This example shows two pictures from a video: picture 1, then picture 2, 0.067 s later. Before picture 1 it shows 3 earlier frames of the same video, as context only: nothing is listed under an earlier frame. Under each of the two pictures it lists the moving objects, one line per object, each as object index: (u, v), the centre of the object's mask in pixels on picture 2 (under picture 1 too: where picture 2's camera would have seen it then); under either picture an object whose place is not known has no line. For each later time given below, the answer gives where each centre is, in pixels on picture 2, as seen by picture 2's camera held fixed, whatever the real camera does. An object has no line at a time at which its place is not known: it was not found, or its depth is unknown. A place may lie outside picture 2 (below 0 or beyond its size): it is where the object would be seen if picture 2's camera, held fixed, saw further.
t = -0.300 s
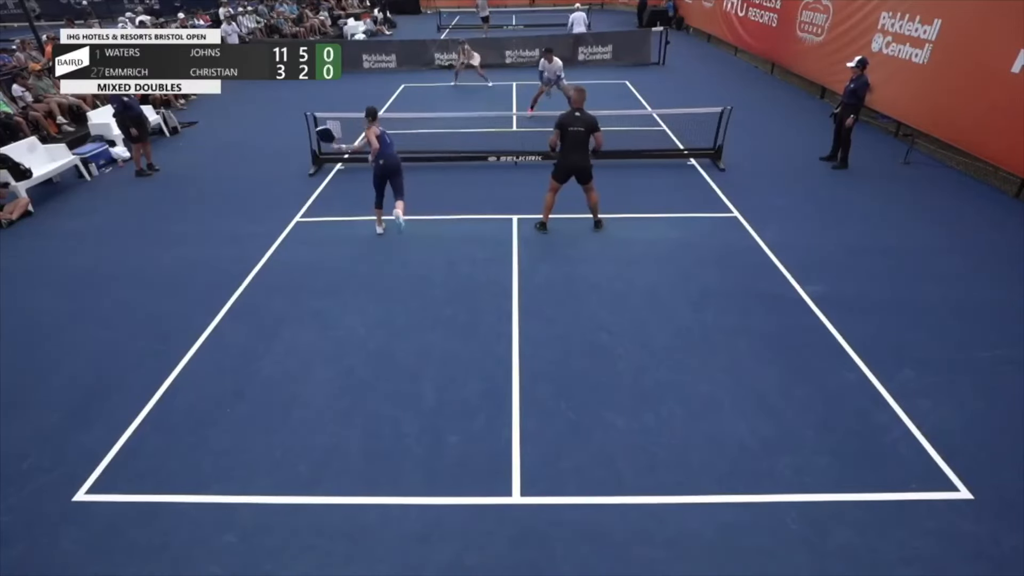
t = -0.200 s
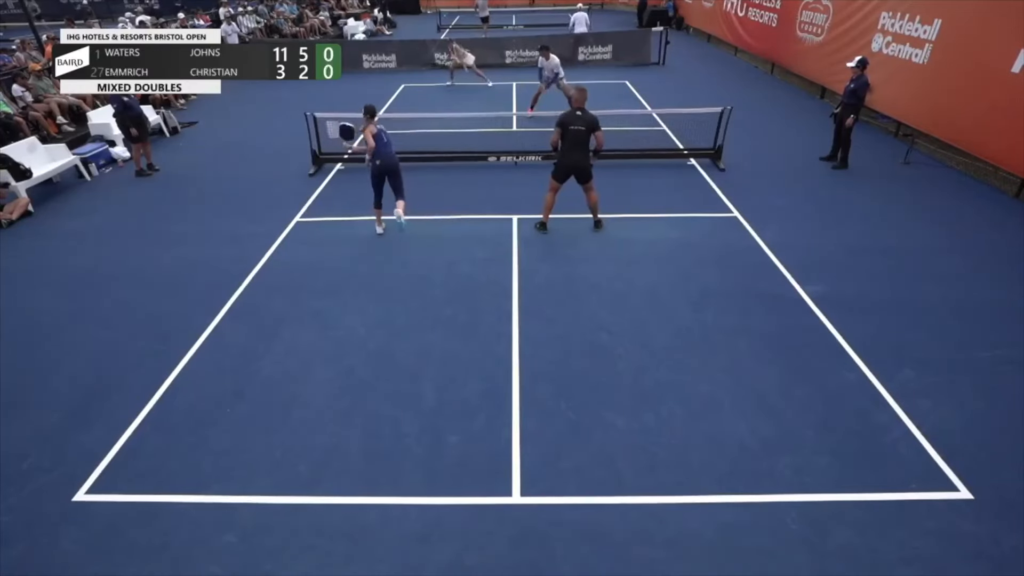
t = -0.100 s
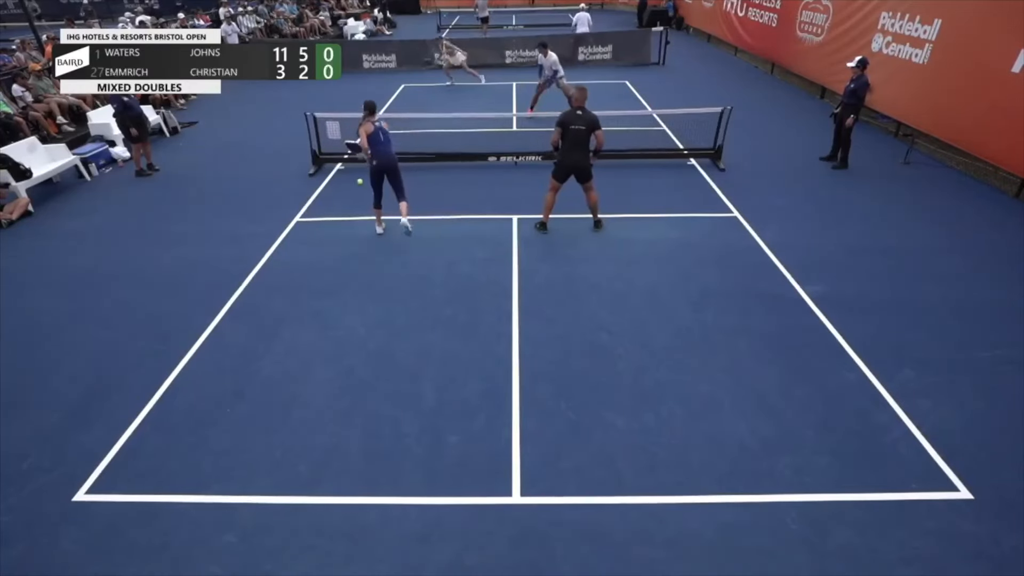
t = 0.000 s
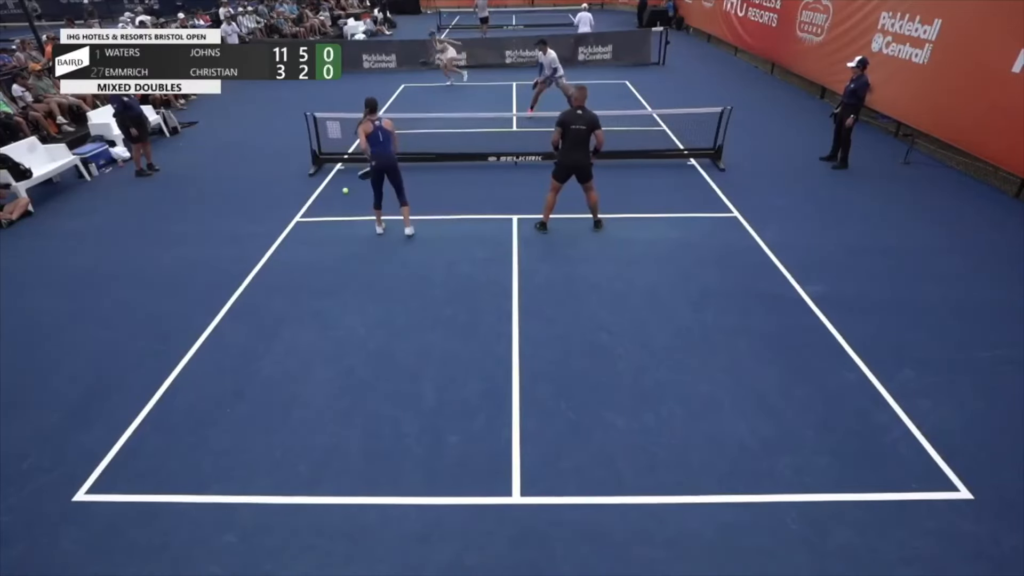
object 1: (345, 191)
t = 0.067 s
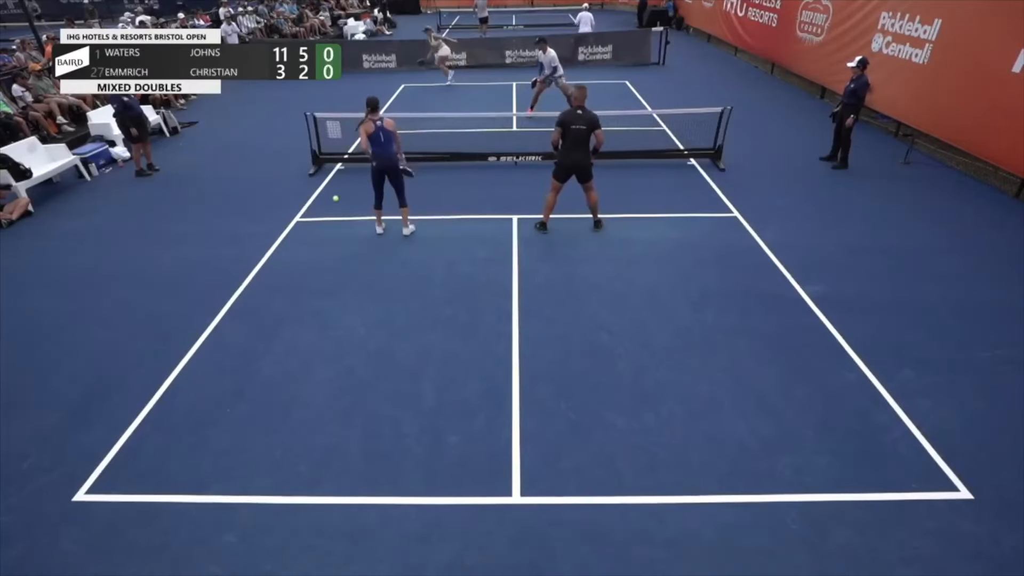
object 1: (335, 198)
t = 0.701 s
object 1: (215, 275)
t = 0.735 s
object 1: (208, 280)
